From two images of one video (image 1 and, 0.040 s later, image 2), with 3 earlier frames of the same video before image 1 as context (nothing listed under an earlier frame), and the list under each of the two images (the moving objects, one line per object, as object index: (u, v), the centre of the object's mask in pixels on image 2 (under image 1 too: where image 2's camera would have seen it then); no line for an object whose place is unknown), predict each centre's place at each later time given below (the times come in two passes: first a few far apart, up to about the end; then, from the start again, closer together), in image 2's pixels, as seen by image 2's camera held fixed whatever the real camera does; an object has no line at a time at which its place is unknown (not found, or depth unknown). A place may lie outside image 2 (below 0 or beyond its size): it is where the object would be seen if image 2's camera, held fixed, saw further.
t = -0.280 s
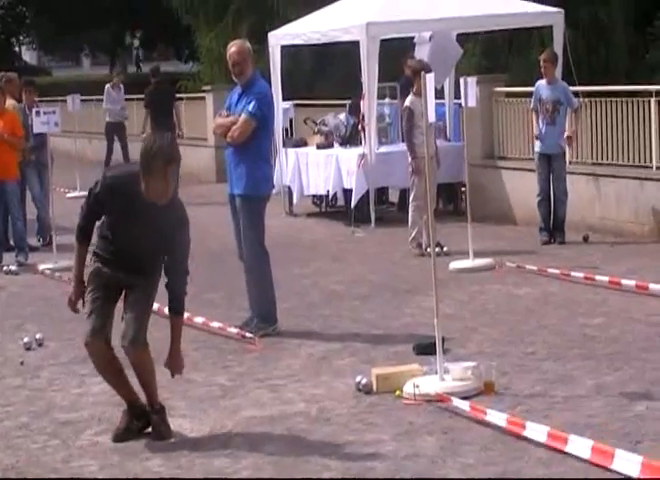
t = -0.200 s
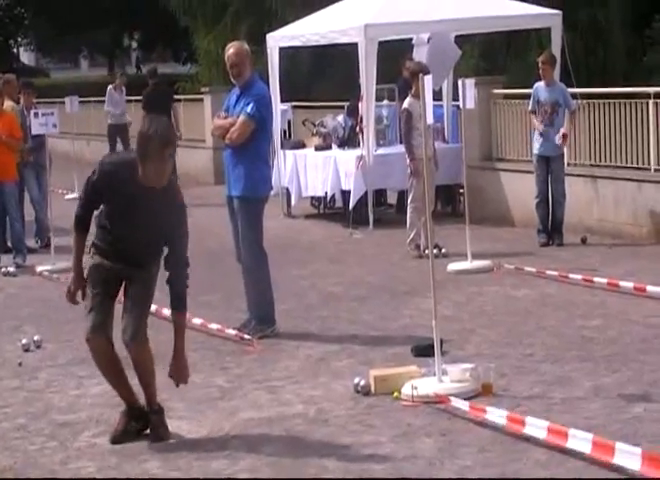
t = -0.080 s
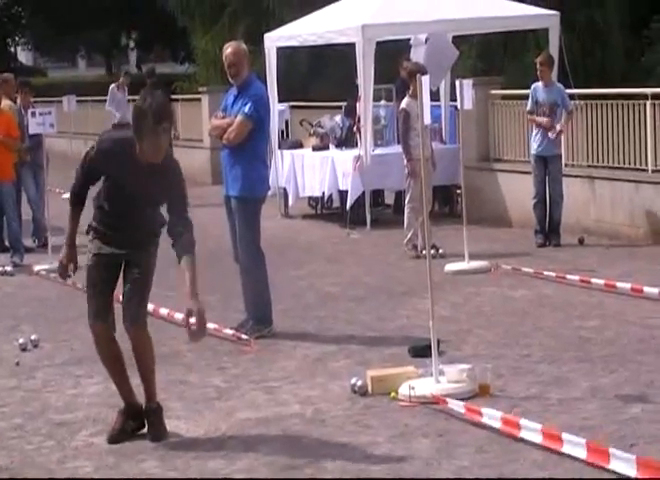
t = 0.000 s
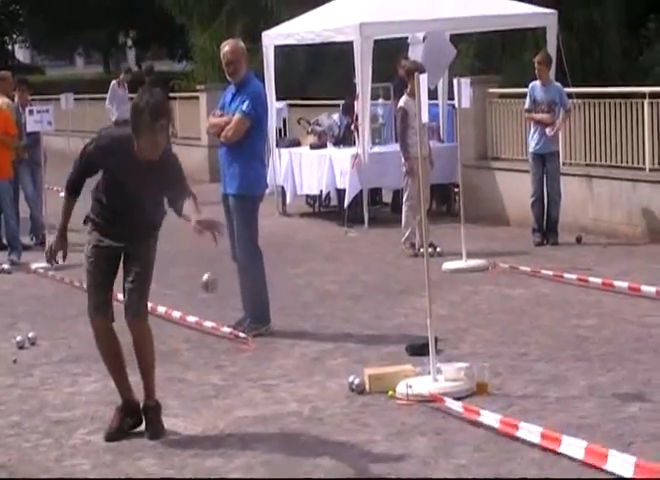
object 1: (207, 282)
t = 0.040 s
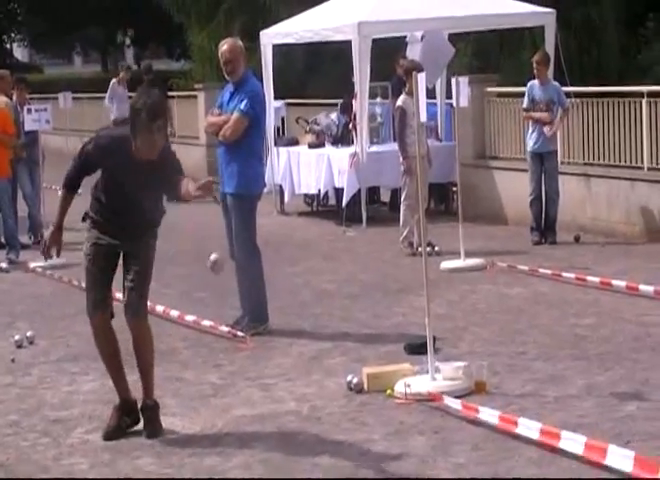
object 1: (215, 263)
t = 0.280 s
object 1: (290, 238)
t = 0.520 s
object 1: (408, 448)
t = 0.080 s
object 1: (226, 248)
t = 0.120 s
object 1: (237, 239)
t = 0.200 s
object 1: (262, 227)
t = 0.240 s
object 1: (275, 229)
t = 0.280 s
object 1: (290, 238)
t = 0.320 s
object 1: (306, 252)
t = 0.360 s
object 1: (323, 274)
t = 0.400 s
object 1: (342, 304)
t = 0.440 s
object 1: (361, 342)
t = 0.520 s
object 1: (408, 448)
